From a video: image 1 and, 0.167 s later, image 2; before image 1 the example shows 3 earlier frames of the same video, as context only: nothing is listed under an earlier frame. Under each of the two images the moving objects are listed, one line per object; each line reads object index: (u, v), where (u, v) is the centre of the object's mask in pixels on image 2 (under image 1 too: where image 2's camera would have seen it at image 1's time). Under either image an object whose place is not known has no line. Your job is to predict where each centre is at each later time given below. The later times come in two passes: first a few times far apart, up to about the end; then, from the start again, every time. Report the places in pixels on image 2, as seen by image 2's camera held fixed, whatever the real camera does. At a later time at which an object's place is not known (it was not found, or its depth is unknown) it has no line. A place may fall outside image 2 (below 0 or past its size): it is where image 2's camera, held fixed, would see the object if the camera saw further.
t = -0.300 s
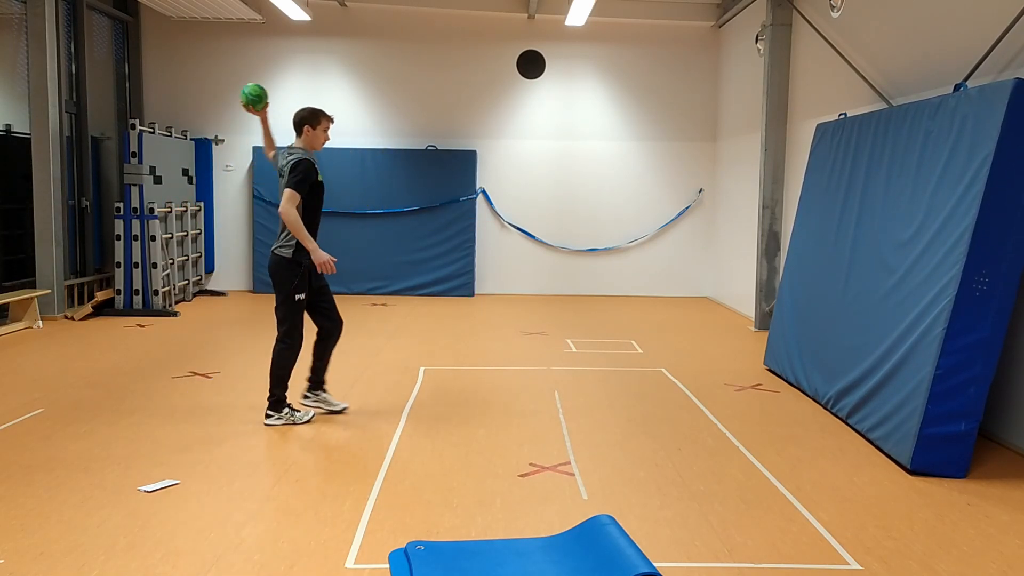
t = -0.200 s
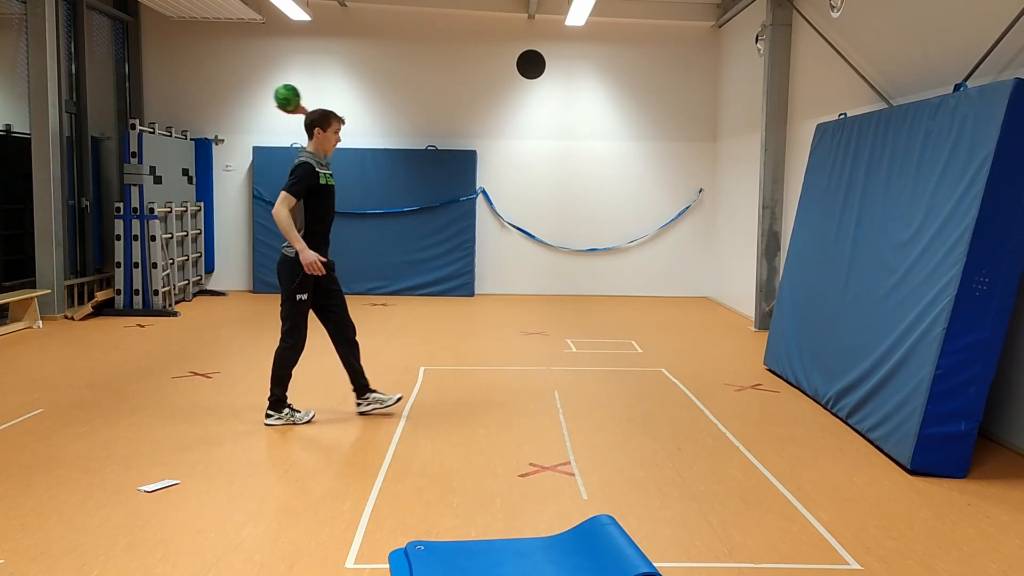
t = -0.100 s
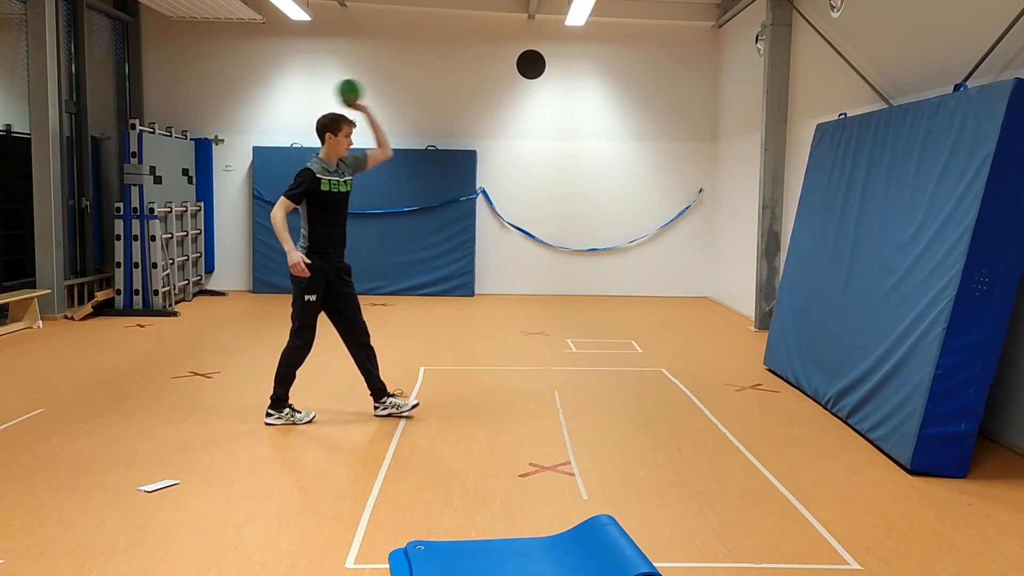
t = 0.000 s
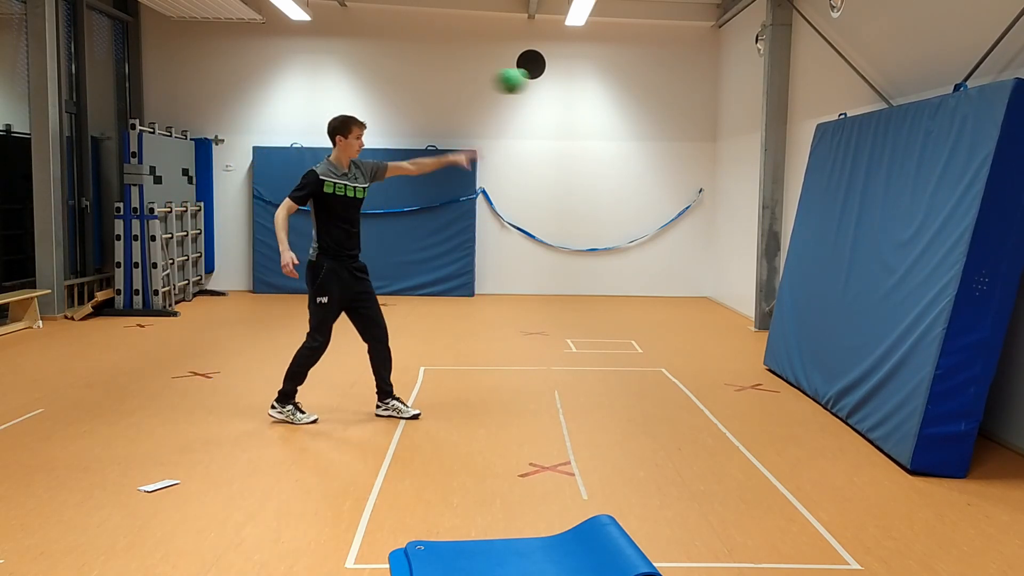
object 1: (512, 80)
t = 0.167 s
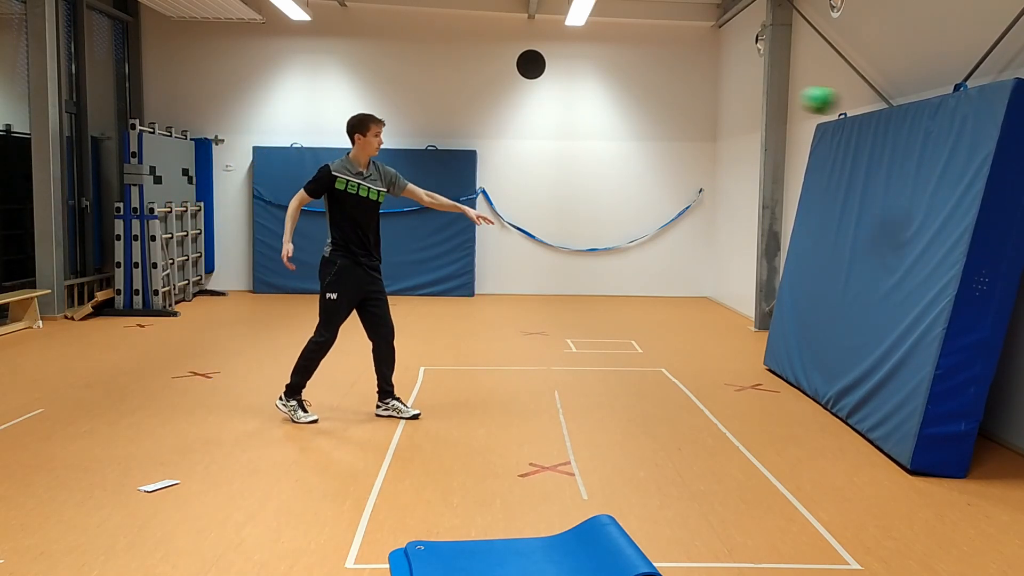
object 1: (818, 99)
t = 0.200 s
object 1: (884, 107)
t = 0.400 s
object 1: (860, 128)
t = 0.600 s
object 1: (773, 204)
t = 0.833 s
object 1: (673, 376)
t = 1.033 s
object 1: (617, 345)
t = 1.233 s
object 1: (570, 289)
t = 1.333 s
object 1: (547, 285)
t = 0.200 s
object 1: (884, 107)
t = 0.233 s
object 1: (932, 117)
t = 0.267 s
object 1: (918, 115)
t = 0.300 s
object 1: (904, 116)
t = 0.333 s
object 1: (889, 118)
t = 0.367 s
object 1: (875, 122)
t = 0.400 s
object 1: (860, 128)
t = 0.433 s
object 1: (846, 136)
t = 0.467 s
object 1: (831, 146)
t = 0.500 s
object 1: (817, 158)
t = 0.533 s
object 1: (802, 171)
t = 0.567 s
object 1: (787, 187)
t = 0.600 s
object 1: (773, 204)
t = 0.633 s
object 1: (759, 224)
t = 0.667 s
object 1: (744, 245)
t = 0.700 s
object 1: (730, 268)
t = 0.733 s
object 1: (715, 292)
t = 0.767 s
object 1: (702, 319)
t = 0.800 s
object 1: (687, 346)
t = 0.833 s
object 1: (673, 376)
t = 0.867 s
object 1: (659, 407)
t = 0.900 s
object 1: (648, 417)
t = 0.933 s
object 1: (640, 397)
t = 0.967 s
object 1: (632, 377)
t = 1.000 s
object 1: (625, 360)
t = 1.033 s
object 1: (617, 345)
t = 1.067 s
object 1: (610, 330)
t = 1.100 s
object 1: (601, 319)
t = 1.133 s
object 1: (594, 309)
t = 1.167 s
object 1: (586, 301)
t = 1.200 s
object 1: (578, 294)
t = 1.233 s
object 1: (570, 289)
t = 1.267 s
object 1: (562, 286)
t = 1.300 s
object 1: (555, 285)
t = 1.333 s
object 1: (547, 285)
